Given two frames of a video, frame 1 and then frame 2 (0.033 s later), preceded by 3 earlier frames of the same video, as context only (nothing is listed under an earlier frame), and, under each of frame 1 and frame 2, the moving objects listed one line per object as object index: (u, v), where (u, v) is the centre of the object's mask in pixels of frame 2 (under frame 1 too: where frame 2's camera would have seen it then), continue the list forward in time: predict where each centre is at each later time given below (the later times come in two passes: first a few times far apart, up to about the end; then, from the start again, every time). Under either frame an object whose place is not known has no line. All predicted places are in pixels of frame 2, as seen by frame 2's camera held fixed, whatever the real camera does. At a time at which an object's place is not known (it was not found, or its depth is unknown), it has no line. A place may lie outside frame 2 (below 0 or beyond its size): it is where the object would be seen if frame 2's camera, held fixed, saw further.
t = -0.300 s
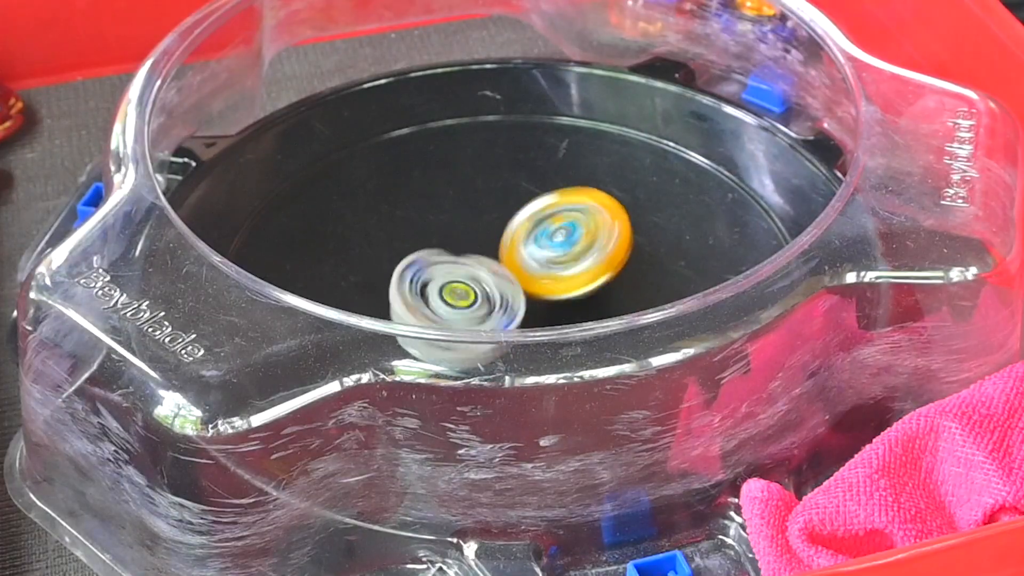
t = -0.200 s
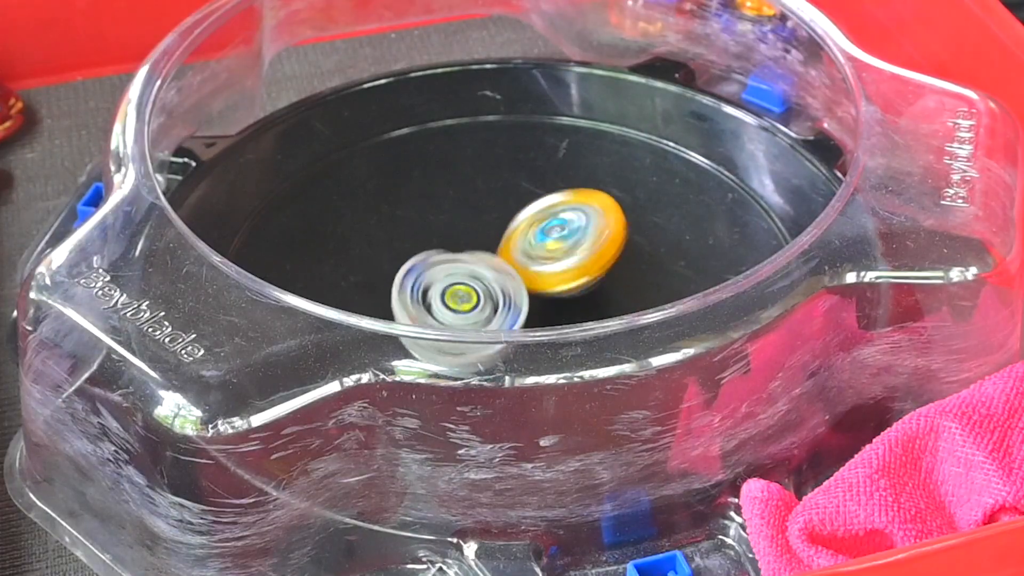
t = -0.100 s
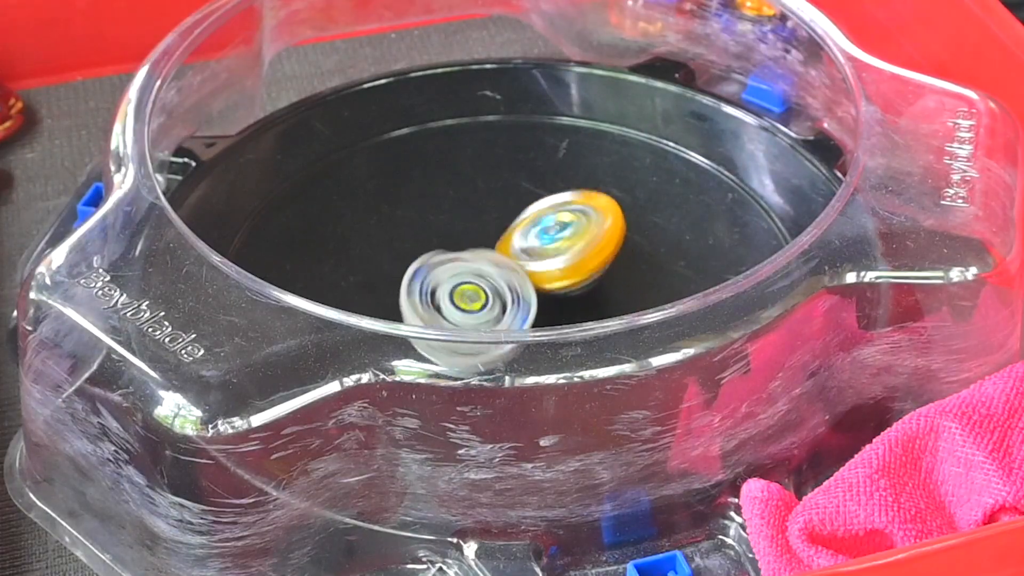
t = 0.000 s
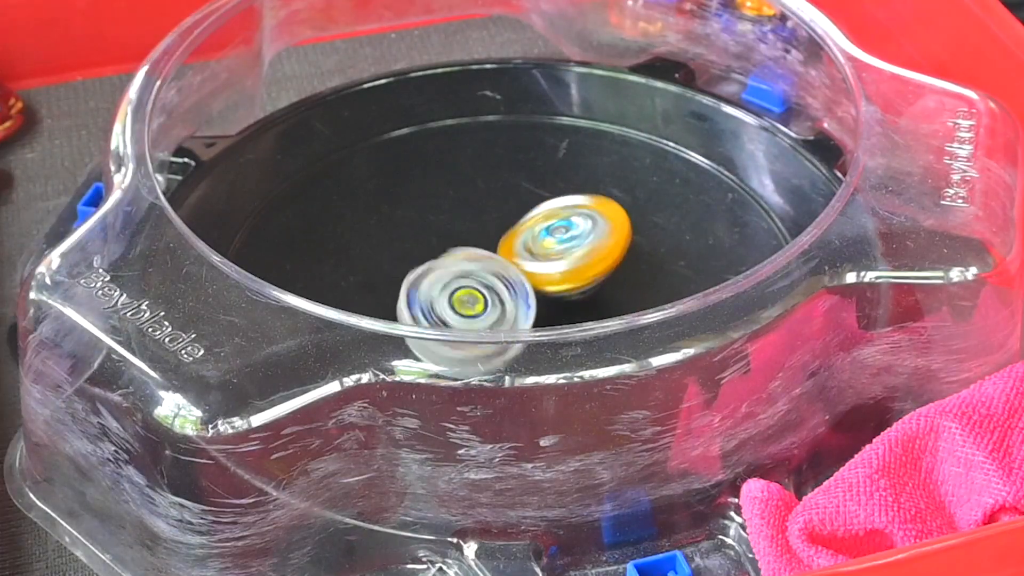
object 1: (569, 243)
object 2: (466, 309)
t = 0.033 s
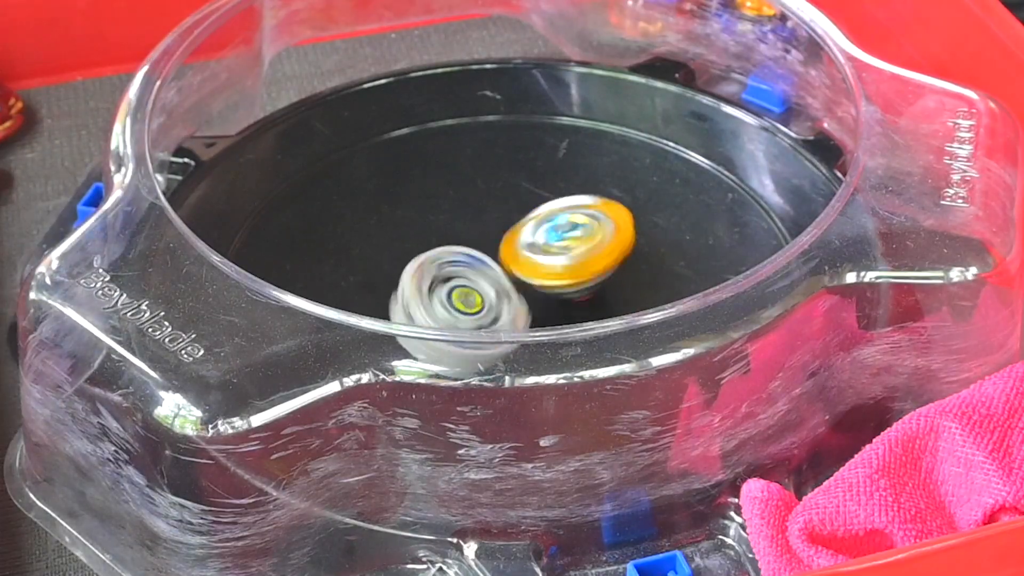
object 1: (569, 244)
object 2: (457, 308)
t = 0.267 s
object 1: (569, 245)
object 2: (431, 305)
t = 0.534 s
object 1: (578, 245)
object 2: (460, 239)
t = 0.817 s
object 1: (548, 256)
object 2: (520, 173)
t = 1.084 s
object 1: (508, 313)
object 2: (635, 195)
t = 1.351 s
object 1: (506, 315)
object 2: (664, 264)
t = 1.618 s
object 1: (523, 292)
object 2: (624, 358)
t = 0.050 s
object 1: (574, 242)
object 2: (452, 308)
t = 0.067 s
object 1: (582, 239)
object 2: (446, 309)
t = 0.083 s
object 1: (585, 240)
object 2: (437, 309)
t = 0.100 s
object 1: (588, 240)
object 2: (429, 308)
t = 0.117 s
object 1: (586, 242)
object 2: (428, 310)
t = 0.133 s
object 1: (585, 243)
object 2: (423, 311)
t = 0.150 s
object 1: (580, 245)
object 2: (420, 310)
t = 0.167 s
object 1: (576, 245)
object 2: (420, 310)
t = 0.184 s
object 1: (572, 245)
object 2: (424, 311)
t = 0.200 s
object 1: (569, 245)
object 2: (424, 311)
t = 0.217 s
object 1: (569, 244)
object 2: (425, 309)
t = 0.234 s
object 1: (568, 245)
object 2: (428, 307)
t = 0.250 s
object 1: (570, 244)
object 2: (432, 307)
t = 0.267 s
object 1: (569, 245)
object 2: (431, 305)
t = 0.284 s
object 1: (571, 244)
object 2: (431, 301)
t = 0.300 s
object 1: (571, 245)
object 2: (434, 288)
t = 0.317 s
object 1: (573, 244)
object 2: (438, 288)
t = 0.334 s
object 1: (572, 245)
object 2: (438, 286)
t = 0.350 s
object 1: (572, 244)
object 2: (439, 282)
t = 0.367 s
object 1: (573, 245)
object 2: (442, 280)
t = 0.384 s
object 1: (572, 244)
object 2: (446, 278)
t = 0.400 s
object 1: (572, 244)
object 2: (446, 275)
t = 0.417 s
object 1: (571, 245)
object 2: (446, 270)
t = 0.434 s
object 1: (573, 245)
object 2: (448, 266)
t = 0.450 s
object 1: (573, 245)
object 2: (451, 262)
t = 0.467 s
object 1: (576, 244)
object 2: (452, 257)
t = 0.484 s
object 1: (575, 245)
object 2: (453, 251)
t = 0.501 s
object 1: (577, 245)
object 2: (455, 245)
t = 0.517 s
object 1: (577, 246)
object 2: (458, 243)
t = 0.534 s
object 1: (578, 245)
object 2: (460, 239)
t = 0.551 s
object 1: (580, 246)
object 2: (461, 233)
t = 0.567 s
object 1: (578, 247)
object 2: (464, 226)
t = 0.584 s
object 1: (579, 248)
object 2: (467, 223)
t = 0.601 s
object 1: (576, 248)
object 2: (469, 220)
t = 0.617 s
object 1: (577, 249)
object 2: (471, 215)
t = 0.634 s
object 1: (574, 250)
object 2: (473, 207)
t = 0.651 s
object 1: (573, 250)
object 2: (477, 202)
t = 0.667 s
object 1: (570, 251)
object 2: (481, 199)
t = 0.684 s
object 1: (569, 250)
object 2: (484, 197)
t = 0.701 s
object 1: (567, 250)
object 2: (487, 193)
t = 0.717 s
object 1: (566, 251)
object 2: (489, 187)
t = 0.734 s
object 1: (565, 251)
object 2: (494, 183)
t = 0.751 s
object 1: (560, 253)
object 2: (500, 179)
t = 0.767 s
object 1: (559, 253)
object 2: (505, 179)
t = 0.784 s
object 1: (555, 254)
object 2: (509, 178)
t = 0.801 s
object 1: (552, 253)
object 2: (513, 176)
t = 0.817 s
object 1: (548, 256)
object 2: (520, 173)
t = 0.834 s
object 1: (541, 261)
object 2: (531, 170)
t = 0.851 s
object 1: (537, 264)
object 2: (542, 169)
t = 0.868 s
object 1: (531, 269)
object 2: (552, 171)
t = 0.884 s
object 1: (531, 272)
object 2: (562, 171)
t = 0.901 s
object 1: (528, 275)
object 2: (571, 172)
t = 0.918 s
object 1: (522, 278)
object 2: (579, 175)
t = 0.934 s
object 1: (523, 282)
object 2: (585, 177)
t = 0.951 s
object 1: (521, 286)
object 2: (590, 179)
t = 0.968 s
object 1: (520, 288)
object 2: (595, 181)
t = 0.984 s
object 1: (521, 290)
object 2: (601, 182)
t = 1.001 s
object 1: (518, 293)
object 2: (606, 184)
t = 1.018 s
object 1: (517, 294)
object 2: (612, 185)
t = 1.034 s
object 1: (516, 296)
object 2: (618, 187)
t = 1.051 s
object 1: (514, 300)
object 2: (624, 189)
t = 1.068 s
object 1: (515, 301)
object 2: (629, 191)
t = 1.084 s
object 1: (508, 313)
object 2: (635, 195)
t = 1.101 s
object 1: (507, 314)
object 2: (639, 199)
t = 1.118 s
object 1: (505, 318)
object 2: (643, 203)
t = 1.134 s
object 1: (503, 319)
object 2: (647, 208)
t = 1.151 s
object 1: (506, 321)
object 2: (649, 213)
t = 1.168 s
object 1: (505, 324)
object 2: (652, 218)
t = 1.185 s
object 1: (504, 324)
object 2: (654, 223)
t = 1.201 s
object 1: (504, 325)
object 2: (656, 229)
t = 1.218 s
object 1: (502, 326)
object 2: (657, 235)
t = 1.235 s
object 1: (504, 325)
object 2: (658, 240)
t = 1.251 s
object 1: (505, 326)
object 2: (659, 246)
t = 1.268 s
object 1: (504, 324)
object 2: (660, 251)
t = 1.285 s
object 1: (506, 323)
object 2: (661, 254)
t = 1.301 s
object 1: (506, 320)
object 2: (662, 256)
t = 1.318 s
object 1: (506, 318)
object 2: (662, 259)
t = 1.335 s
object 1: (507, 317)
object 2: (663, 262)
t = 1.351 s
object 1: (506, 315)
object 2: (664, 264)
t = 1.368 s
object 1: (509, 310)
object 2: (665, 267)
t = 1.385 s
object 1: (511, 300)
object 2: (666, 280)
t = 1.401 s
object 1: (511, 299)
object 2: (666, 285)
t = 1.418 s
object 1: (513, 297)
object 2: (665, 291)
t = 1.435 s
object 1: (513, 298)
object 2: (664, 296)
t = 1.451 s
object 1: (515, 297)
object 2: (662, 300)
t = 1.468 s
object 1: (519, 297)
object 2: (660, 305)
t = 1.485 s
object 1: (520, 297)
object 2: (658, 307)
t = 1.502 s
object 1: (526, 296)
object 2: (654, 309)
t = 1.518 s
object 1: (528, 296)
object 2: (657, 322)
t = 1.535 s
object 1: (528, 295)
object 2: (652, 323)
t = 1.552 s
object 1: (531, 295)
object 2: (649, 325)
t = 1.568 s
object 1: (528, 296)
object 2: (644, 328)
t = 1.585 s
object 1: (527, 294)
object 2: (640, 331)
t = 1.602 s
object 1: (527, 294)
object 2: (632, 346)
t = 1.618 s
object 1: (523, 292)
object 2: (624, 358)
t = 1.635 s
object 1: (520, 290)
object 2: (620, 359)
